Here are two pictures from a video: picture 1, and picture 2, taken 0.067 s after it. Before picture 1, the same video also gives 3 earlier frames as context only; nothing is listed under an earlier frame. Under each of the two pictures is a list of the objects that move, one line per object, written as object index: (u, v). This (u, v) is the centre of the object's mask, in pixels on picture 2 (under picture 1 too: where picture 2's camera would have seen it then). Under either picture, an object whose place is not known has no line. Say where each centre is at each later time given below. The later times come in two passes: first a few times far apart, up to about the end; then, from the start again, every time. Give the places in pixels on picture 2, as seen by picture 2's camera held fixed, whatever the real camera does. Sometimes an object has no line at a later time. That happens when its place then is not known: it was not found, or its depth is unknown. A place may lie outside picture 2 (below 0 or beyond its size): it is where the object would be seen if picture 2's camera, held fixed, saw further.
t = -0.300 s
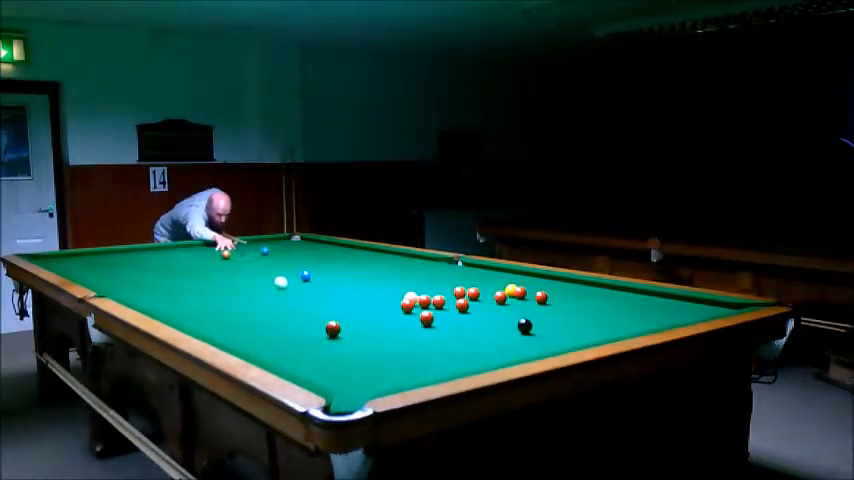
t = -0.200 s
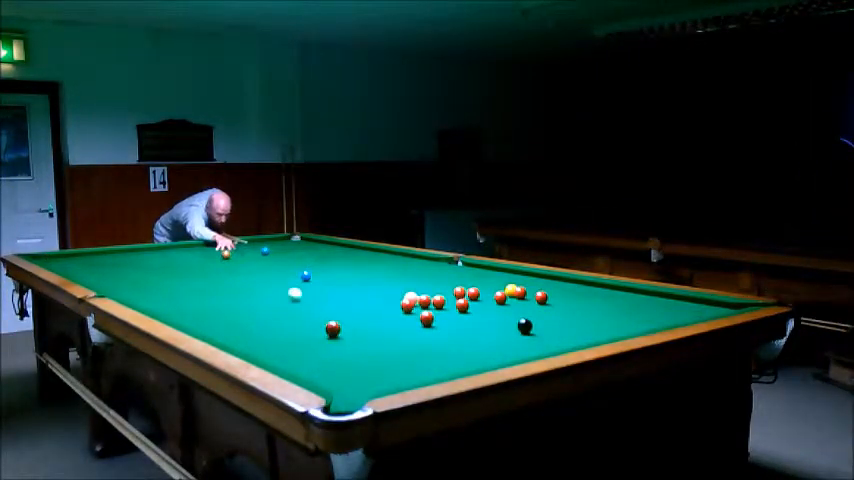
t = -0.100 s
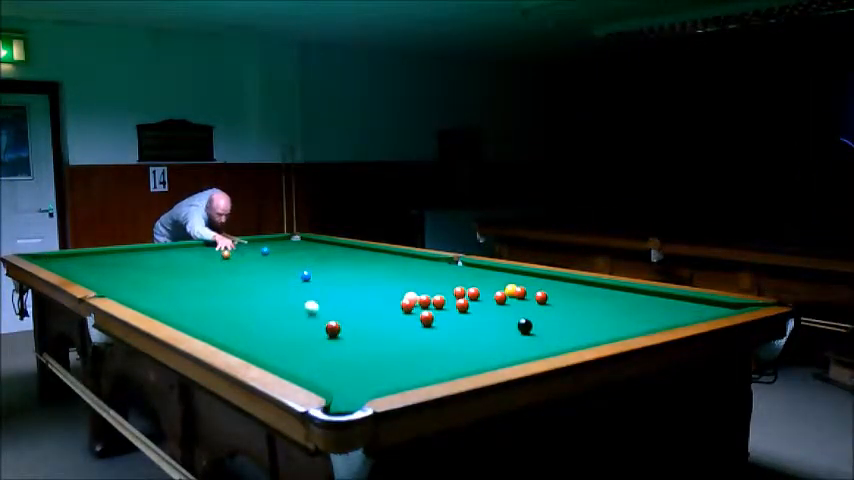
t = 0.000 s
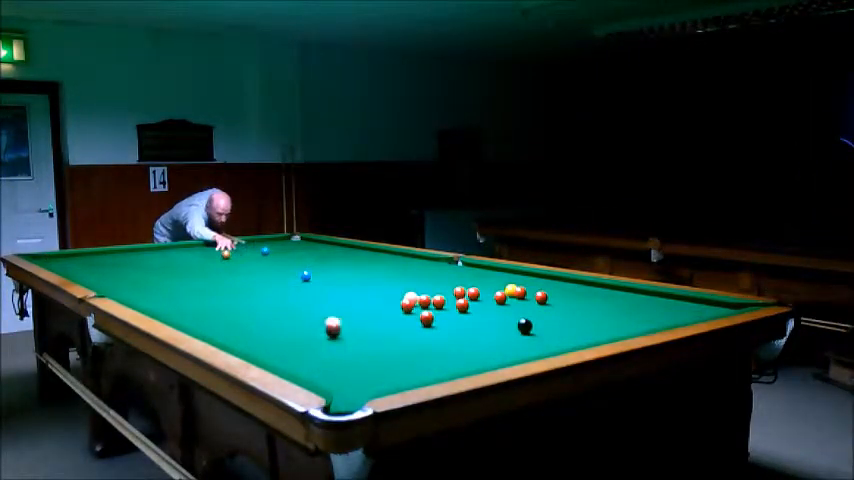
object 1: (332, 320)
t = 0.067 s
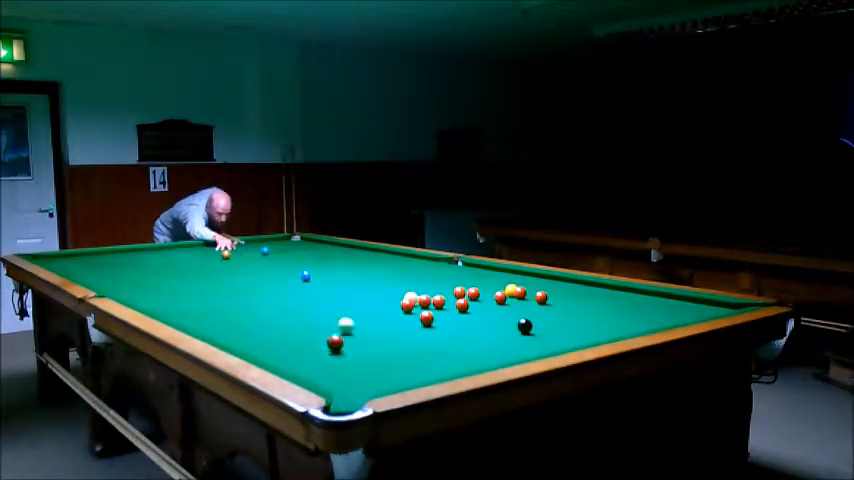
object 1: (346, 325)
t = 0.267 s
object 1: (387, 331)
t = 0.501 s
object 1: (442, 343)
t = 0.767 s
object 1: (513, 354)
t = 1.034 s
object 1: (482, 345)
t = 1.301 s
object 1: (450, 333)
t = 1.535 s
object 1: (426, 324)
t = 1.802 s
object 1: (398, 318)
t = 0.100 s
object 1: (352, 326)
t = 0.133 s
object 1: (359, 327)
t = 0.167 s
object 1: (366, 327)
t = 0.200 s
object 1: (373, 328)
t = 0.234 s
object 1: (380, 330)
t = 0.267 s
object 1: (387, 331)
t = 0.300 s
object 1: (395, 332)
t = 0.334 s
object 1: (402, 335)
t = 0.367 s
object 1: (410, 336)
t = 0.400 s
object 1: (418, 338)
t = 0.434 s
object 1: (426, 340)
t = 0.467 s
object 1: (434, 341)
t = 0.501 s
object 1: (442, 343)
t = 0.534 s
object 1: (451, 345)
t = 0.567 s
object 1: (460, 347)
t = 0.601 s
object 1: (468, 348)
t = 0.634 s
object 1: (477, 350)
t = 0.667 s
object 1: (486, 352)
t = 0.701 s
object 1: (495, 353)
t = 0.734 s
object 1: (504, 354)
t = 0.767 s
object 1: (513, 354)
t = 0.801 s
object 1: (514, 354)
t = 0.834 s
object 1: (509, 353)
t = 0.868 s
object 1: (504, 352)
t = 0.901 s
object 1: (500, 352)
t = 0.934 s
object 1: (495, 351)
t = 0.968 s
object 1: (490, 349)
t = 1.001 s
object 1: (486, 347)
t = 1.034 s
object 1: (482, 345)
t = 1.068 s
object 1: (477, 343)
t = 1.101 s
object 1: (473, 342)
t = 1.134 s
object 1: (469, 340)
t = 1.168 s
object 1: (465, 339)
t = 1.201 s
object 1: (461, 337)
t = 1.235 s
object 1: (457, 336)
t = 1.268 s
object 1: (454, 334)
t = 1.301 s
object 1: (450, 333)
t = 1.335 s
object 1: (446, 332)
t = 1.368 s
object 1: (442, 330)
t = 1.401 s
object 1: (440, 329)
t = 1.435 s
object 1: (436, 328)
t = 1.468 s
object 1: (433, 327)
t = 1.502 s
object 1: (430, 325)
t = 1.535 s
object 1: (426, 324)
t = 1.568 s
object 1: (424, 323)
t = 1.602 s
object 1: (421, 322)
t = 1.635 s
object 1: (417, 321)
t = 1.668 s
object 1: (413, 321)
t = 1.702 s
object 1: (408, 320)
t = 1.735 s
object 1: (405, 319)
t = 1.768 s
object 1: (401, 319)
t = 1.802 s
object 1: (398, 318)
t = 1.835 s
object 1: (394, 318)
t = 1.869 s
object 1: (390, 317)
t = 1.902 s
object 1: (387, 317)
